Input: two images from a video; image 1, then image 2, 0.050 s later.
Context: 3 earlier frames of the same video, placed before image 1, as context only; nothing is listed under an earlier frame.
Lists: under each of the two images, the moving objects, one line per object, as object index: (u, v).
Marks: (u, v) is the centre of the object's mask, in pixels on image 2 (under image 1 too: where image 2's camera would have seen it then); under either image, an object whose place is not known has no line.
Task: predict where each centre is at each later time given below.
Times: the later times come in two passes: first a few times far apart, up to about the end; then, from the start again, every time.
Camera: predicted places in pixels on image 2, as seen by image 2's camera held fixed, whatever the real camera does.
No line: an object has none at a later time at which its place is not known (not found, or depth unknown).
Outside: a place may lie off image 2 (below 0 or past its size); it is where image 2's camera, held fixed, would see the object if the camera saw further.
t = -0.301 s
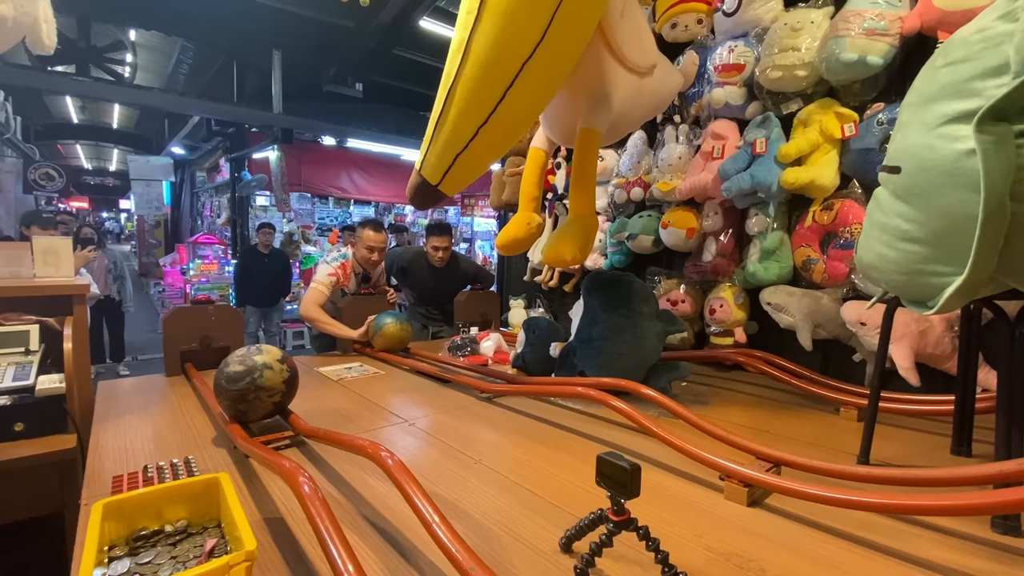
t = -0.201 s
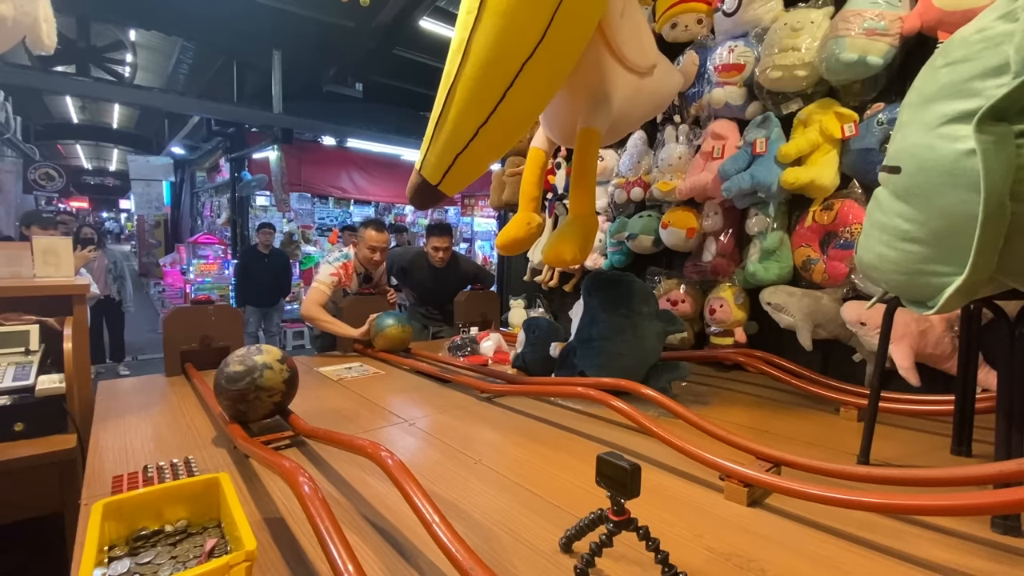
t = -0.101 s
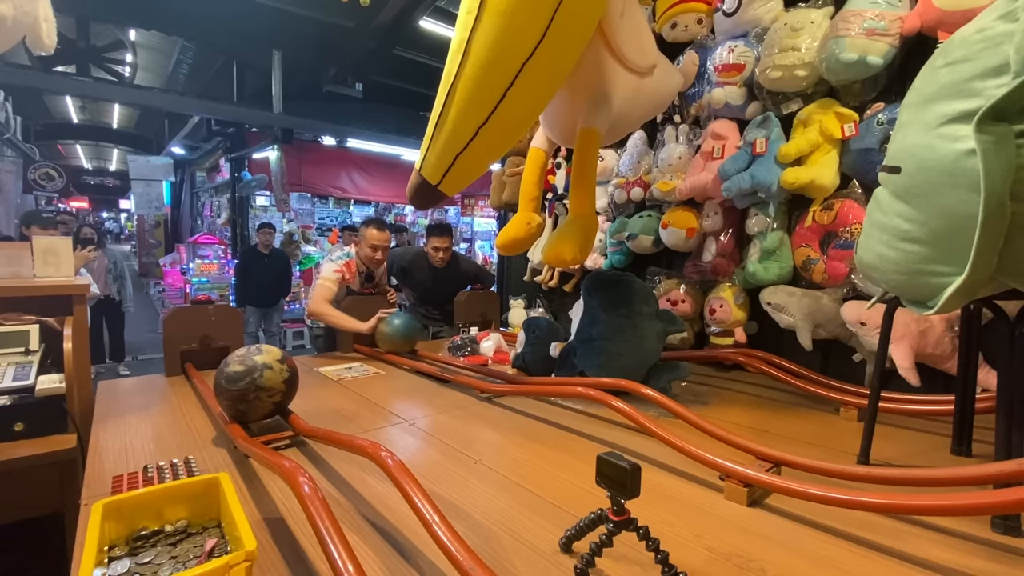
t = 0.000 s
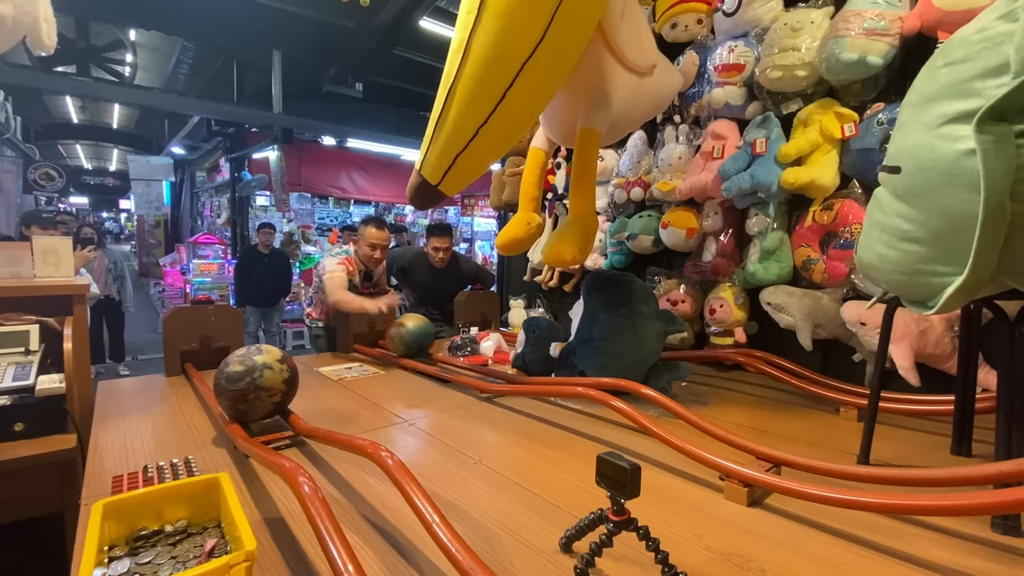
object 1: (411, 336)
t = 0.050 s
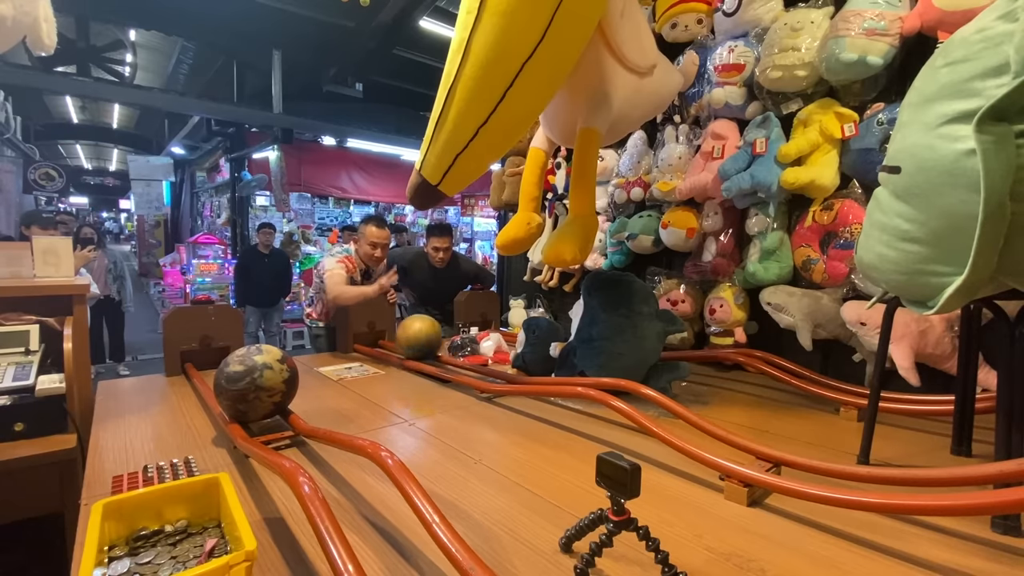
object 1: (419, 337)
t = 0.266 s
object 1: (455, 345)
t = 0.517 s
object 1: (506, 356)
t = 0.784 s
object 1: (557, 354)
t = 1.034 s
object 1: (596, 352)
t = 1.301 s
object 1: (627, 358)
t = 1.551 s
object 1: (662, 374)
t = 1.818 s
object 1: (738, 410)
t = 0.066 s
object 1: (421, 338)
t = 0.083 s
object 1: (424, 338)
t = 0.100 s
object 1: (427, 339)
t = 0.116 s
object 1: (430, 339)
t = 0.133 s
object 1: (432, 340)
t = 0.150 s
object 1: (435, 341)
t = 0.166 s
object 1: (437, 341)
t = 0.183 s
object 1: (440, 342)
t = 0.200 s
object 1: (443, 343)
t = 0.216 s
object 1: (446, 343)
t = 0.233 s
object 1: (449, 344)
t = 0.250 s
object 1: (451, 345)
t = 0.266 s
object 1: (455, 345)
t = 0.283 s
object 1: (458, 346)
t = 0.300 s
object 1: (461, 347)
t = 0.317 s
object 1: (464, 347)
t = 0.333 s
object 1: (467, 348)
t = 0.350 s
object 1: (470, 349)
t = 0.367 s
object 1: (474, 349)
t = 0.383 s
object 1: (477, 350)
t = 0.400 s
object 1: (480, 351)
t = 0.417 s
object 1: (483, 352)
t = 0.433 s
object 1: (486, 353)
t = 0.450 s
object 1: (490, 353)
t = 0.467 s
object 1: (494, 354)
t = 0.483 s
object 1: (498, 355)
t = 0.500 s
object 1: (502, 356)
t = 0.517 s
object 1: (506, 356)
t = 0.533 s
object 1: (509, 356)
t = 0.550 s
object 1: (512, 356)
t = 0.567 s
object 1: (517, 356)
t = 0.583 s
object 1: (519, 356)
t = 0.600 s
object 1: (522, 355)
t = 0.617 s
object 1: (525, 355)
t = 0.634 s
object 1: (529, 355)
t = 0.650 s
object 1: (532, 355)
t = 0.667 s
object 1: (536, 355)
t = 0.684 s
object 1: (539, 355)
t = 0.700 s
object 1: (542, 355)
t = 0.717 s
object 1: (545, 354)
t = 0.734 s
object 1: (547, 355)
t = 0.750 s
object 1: (551, 354)
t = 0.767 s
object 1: (554, 353)
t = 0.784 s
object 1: (557, 354)
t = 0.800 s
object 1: (560, 353)
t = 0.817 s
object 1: (563, 353)
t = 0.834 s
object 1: (567, 353)
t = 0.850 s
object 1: (569, 352)
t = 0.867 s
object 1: (572, 352)
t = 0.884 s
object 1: (575, 352)
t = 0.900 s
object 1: (578, 352)
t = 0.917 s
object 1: (580, 352)
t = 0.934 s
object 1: (583, 352)
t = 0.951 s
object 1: (585, 352)
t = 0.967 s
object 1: (588, 352)
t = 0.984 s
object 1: (590, 352)
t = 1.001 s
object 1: (592, 351)
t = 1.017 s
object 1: (594, 352)
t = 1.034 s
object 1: (596, 352)
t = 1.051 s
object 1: (600, 353)
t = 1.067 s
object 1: (601, 352)
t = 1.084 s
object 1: (603, 353)
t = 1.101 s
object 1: (604, 352)
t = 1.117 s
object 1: (607, 353)
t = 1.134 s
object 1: (609, 354)
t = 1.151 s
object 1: (611, 354)
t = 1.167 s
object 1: (613, 354)
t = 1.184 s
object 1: (615, 355)
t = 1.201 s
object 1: (617, 355)
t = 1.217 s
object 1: (619, 355)
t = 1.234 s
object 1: (620, 356)
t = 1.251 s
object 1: (622, 356)
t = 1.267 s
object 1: (624, 357)
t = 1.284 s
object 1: (626, 357)
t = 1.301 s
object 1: (627, 358)
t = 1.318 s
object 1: (629, 359)
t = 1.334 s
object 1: (631, 359)
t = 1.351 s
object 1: (633, 360)
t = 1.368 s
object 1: (635, 361)
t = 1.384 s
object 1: (637, 361)
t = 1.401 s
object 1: (639, 362)
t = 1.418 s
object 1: (641, 363)
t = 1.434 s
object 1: (643, 363)
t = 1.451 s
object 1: (646, 365)
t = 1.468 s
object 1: (648, 366)
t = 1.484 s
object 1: (651, 368)
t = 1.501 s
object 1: (654, 369)
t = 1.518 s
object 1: (656, 371)
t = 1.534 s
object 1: (659, 372)
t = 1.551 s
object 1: (662, 374)
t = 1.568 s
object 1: (666, 375)
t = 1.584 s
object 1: (669, 378)
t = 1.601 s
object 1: (673, 380)
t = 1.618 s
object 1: (677, 382)
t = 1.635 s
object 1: (680, 384)
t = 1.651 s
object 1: (685, 386)
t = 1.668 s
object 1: (689, 389)
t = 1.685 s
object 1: (693, 391)
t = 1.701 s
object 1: (698, 393)
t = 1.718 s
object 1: (703, 396)
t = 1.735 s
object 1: (709, 398)
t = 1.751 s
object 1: (714, 400)
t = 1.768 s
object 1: (720, 403)
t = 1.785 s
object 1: (726, 406)
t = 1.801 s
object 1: (732, 408)
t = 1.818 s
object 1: (738, 410)
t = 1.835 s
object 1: (745, 413)
